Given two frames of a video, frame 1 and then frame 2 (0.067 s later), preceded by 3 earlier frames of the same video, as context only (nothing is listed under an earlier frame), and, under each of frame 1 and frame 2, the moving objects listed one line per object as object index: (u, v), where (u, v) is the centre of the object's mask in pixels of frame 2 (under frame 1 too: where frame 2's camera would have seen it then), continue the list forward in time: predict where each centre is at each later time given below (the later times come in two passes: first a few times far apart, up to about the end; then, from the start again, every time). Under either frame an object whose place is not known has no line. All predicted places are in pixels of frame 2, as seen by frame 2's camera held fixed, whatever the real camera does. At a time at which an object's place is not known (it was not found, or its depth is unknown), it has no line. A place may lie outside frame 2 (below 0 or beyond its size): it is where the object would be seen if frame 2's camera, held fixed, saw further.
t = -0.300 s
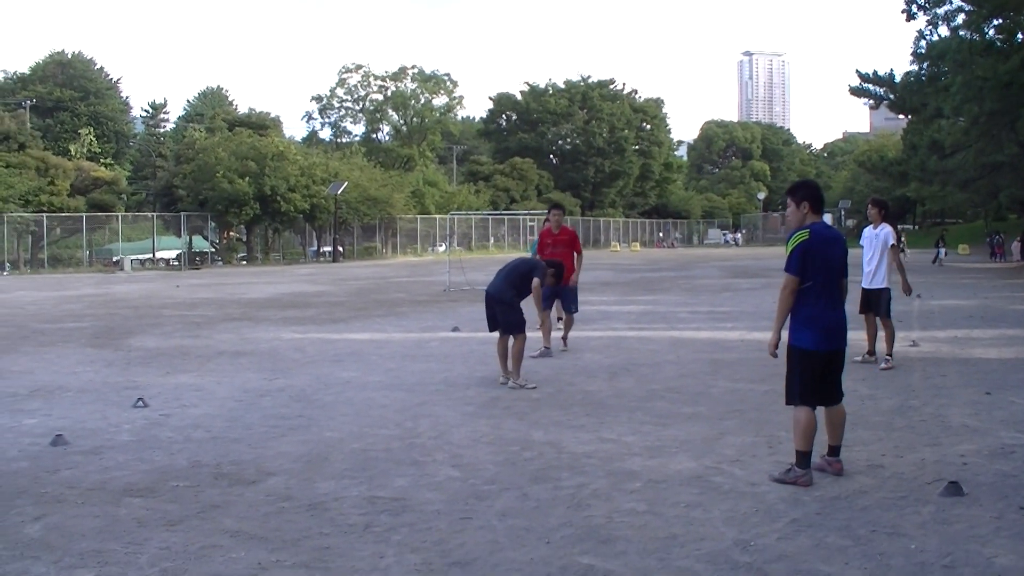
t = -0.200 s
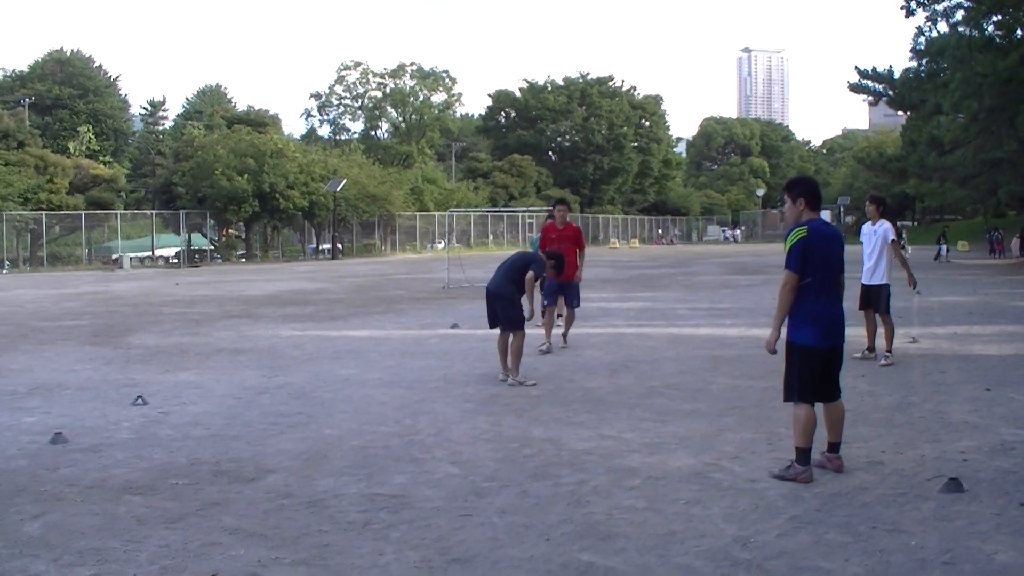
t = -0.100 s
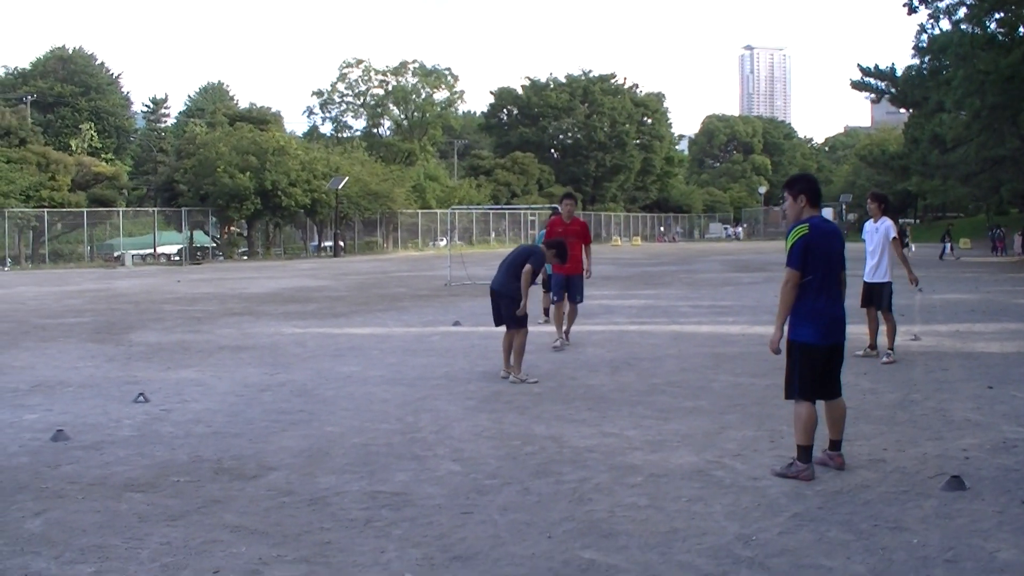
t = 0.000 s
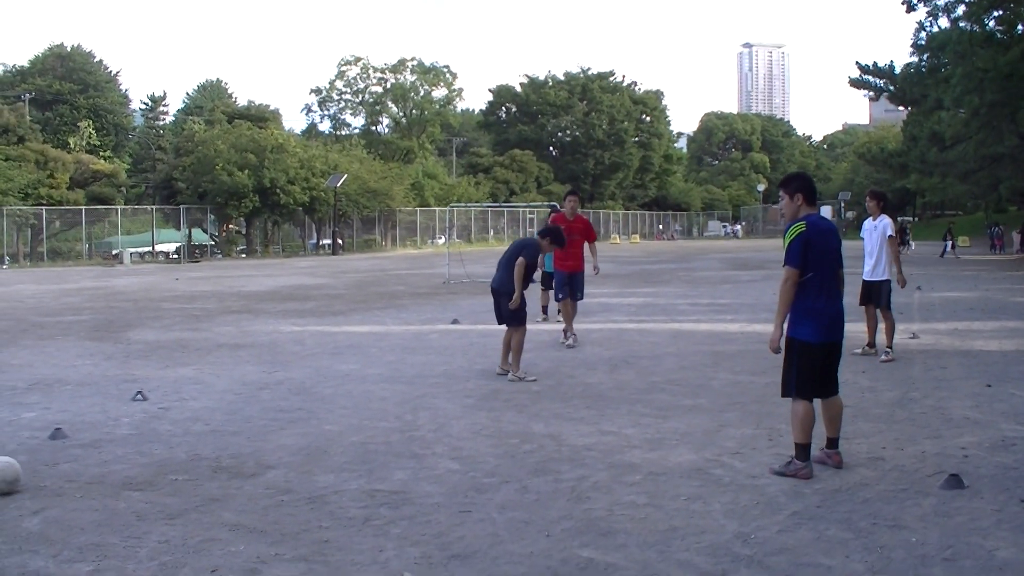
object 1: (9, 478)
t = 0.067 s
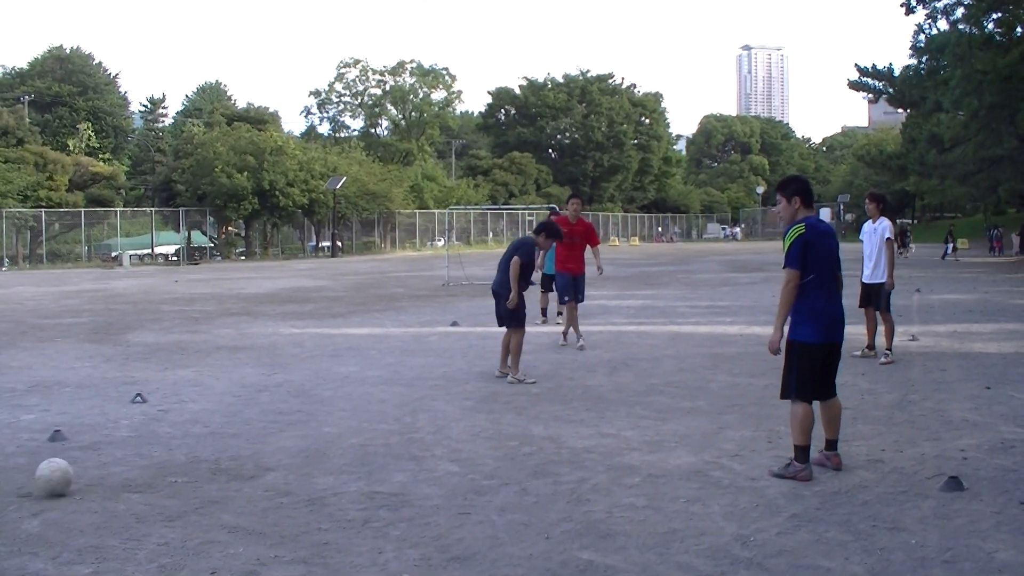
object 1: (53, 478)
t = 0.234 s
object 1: (172, 473)
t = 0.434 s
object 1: (304, 470)
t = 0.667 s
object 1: (448, 462)
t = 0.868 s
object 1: (567, 464)
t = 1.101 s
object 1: (691, 455)
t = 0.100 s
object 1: (80, 479)
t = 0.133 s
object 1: (103, 478)
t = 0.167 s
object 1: (127, 477)
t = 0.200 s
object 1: (151, 478)
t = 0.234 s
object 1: (172, 473)
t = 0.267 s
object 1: (195, 467)
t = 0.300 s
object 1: (216, 464)
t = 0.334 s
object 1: (238, 463)
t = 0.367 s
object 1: (261, 462)
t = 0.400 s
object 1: (282, 465)
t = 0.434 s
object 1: (304, 470)
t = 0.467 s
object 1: (326, 471)
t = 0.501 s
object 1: (346, 464)
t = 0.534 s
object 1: (367, 460)
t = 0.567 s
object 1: (387, 457)
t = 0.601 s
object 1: (407, 457)
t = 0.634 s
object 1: (428, 458)
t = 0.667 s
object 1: (448, 462)
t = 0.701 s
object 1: (468, 467)
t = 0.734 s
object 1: (488, 463)
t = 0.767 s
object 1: (508, 462)
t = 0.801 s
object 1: (528, 461)
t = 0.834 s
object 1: (547, 463)
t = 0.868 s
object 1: (567, 464)
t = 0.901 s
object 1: (585, 460)
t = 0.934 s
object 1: (603, 457)
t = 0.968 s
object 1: (621, 457)
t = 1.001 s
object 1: (640, 459)
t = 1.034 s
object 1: (657, 458)
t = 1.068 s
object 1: (675, 457)
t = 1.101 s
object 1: (691, 455)
